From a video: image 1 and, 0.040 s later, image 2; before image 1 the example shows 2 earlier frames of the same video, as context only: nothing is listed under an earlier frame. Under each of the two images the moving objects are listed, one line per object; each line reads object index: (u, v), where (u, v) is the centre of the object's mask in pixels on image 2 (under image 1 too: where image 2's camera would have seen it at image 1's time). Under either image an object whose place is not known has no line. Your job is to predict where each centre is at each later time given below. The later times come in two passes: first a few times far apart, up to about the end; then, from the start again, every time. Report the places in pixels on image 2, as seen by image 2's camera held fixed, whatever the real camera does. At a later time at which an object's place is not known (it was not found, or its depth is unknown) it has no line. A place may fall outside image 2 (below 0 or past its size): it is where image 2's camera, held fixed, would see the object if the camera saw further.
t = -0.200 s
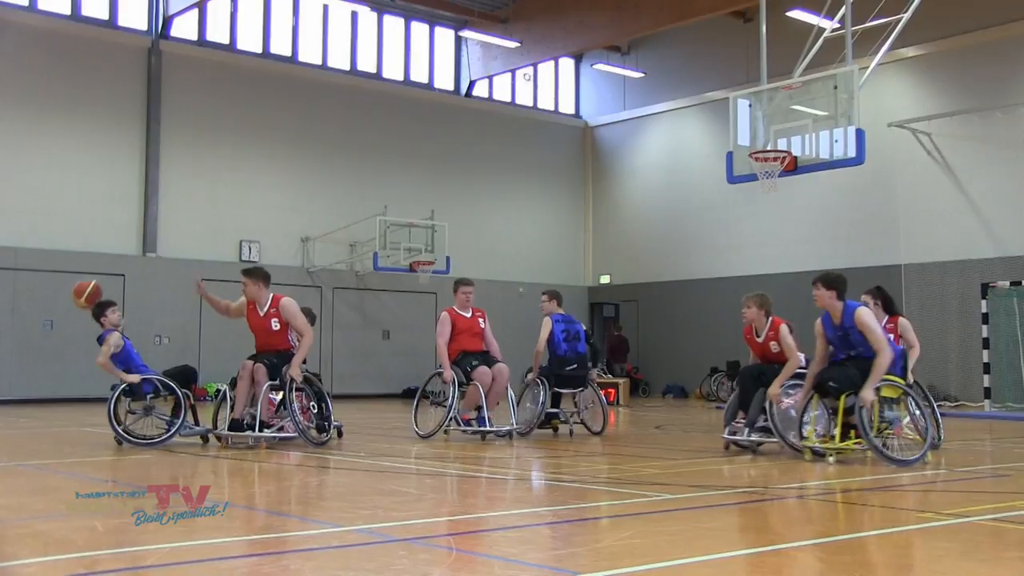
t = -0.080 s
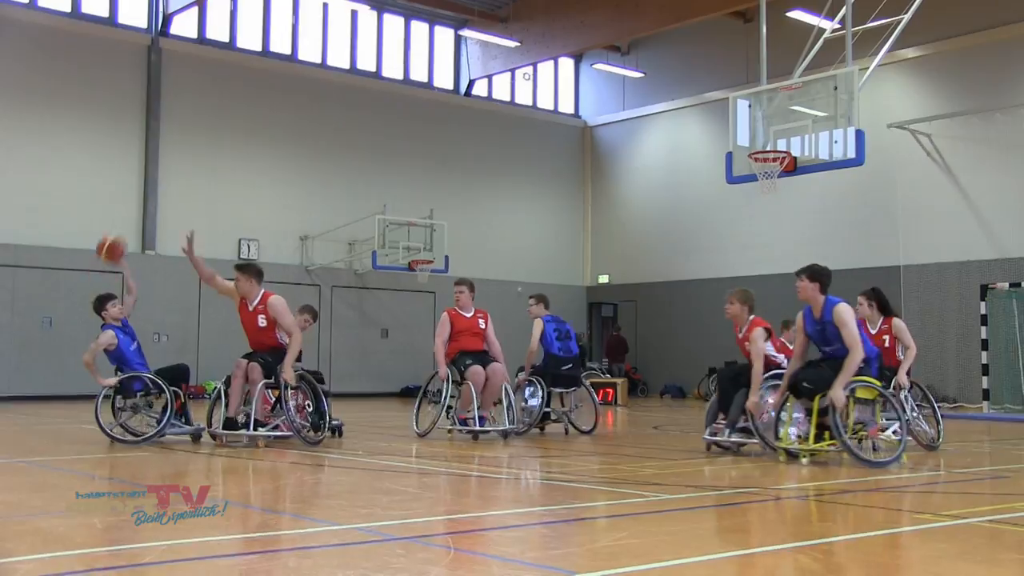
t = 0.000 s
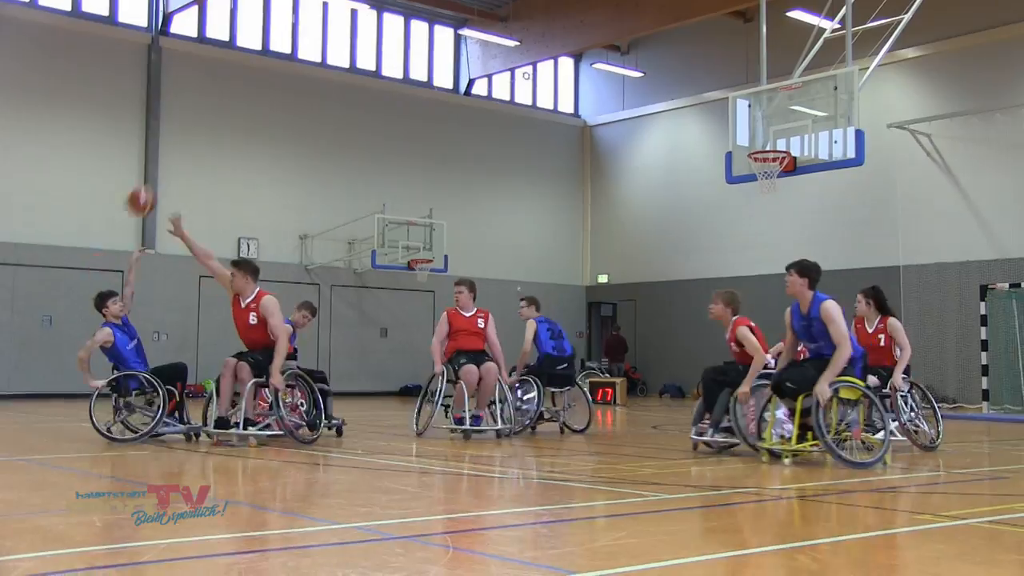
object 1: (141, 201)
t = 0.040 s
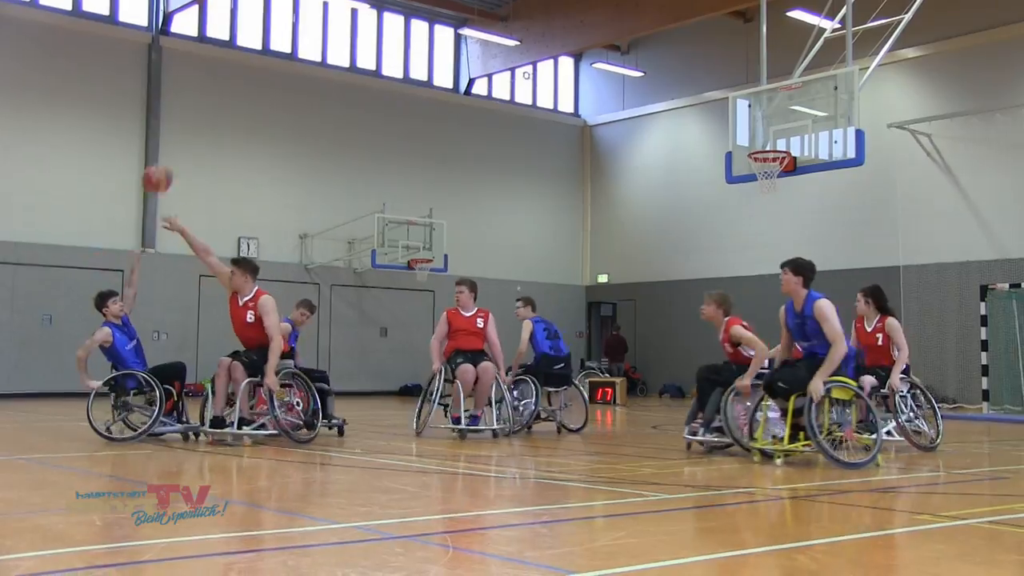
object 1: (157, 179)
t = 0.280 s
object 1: (256, 86)
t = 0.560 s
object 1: (383, 61)
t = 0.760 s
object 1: (485, 113)
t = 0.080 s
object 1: (173, 159)
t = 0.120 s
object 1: (189, 142)
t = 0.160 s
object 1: (205, 125)
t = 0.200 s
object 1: (221, 110)
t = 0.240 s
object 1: (239, 97)
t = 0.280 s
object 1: (256, 86)
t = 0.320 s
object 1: (274, 76)
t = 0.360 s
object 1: (291, 69)
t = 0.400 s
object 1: (308, 63)
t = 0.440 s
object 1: (327, 58)
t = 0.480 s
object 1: (345, 57)
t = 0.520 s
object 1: (365, 59)
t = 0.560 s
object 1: (383, 61)
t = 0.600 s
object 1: (403, 66)
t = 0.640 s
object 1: (422, 75)
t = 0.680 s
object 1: (444, 84)
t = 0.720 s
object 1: (465, 98)
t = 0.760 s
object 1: (485, 113)
